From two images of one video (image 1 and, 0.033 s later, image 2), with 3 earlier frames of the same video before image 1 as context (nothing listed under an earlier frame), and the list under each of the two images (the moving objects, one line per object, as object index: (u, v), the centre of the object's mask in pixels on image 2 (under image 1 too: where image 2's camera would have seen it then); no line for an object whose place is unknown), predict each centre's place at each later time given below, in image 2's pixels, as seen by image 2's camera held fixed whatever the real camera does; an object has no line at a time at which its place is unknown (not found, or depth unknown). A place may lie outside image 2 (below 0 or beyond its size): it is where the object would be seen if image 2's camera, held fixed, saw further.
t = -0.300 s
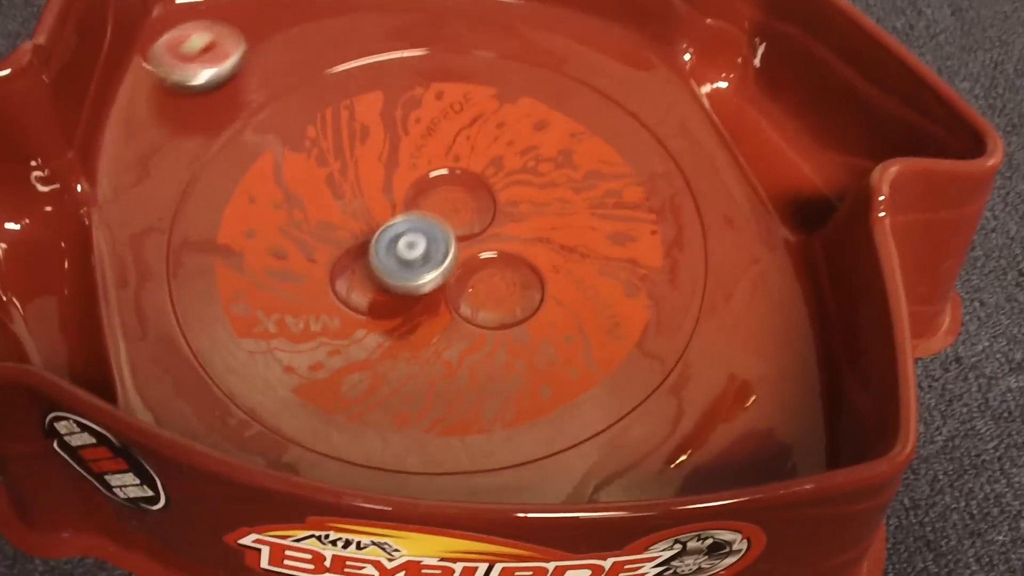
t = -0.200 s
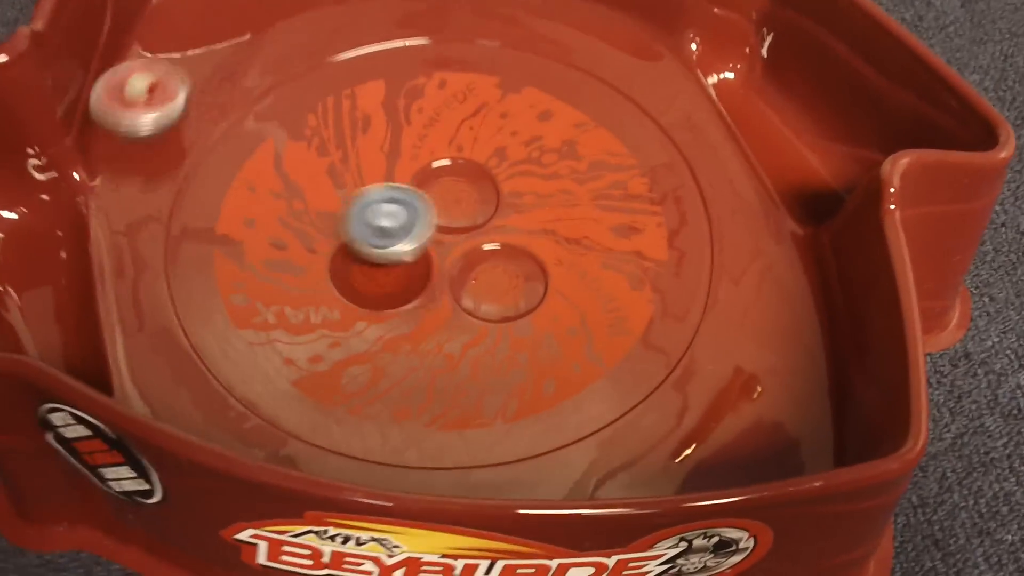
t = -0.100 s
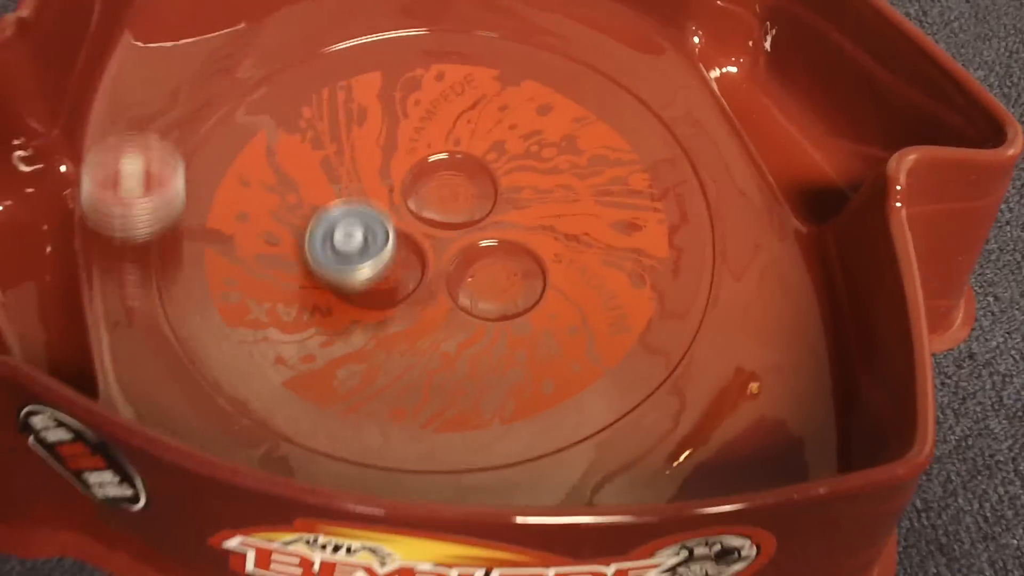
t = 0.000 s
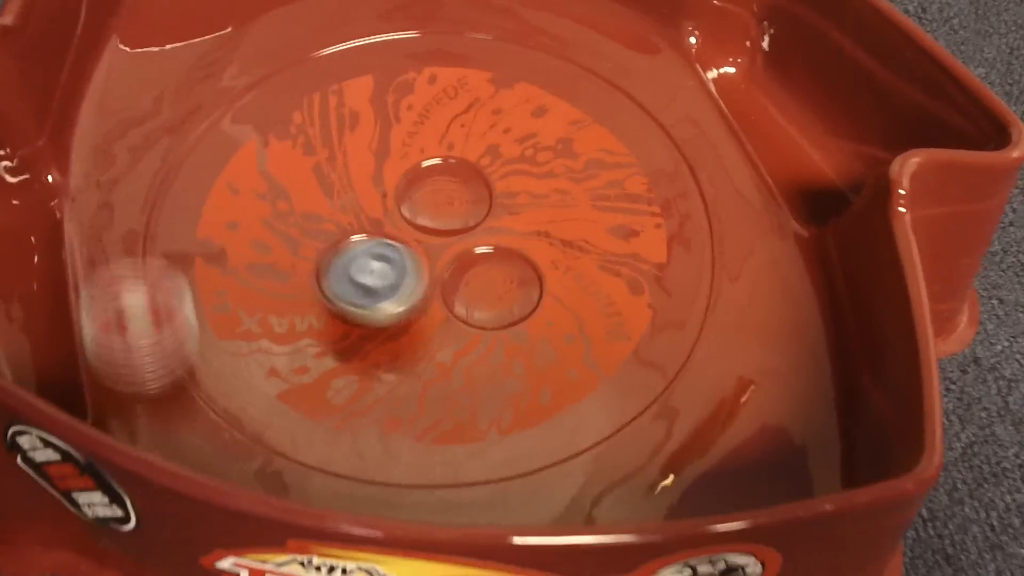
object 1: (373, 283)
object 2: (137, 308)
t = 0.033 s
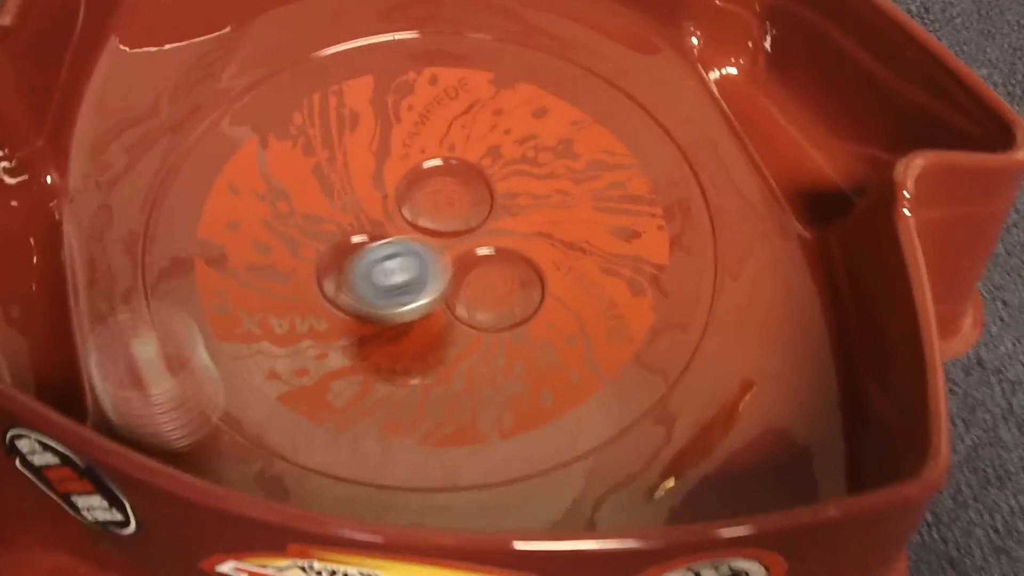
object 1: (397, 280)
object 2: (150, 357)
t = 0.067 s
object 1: (418, 271)
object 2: (184, 413)
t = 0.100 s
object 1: (438, 266)
